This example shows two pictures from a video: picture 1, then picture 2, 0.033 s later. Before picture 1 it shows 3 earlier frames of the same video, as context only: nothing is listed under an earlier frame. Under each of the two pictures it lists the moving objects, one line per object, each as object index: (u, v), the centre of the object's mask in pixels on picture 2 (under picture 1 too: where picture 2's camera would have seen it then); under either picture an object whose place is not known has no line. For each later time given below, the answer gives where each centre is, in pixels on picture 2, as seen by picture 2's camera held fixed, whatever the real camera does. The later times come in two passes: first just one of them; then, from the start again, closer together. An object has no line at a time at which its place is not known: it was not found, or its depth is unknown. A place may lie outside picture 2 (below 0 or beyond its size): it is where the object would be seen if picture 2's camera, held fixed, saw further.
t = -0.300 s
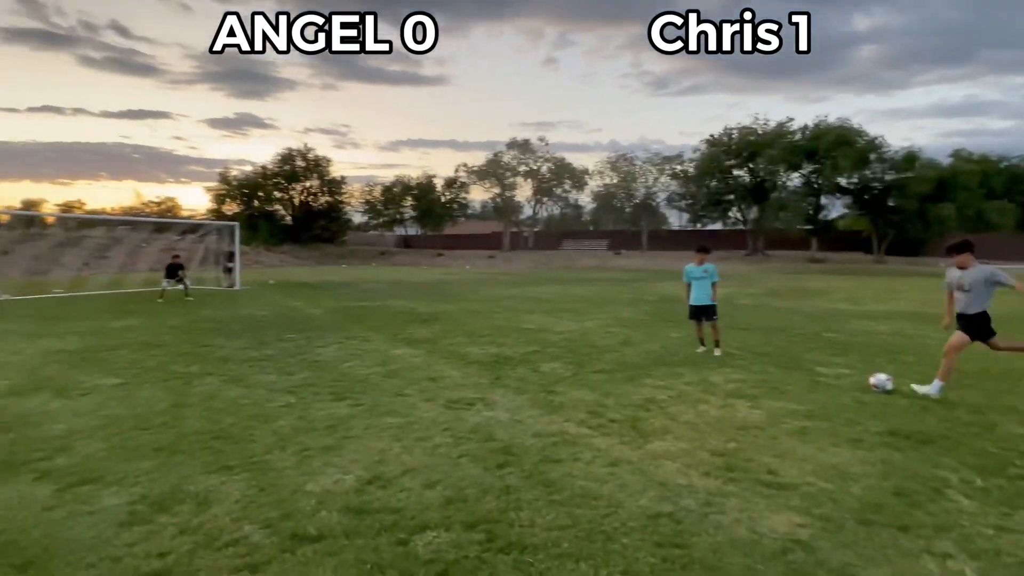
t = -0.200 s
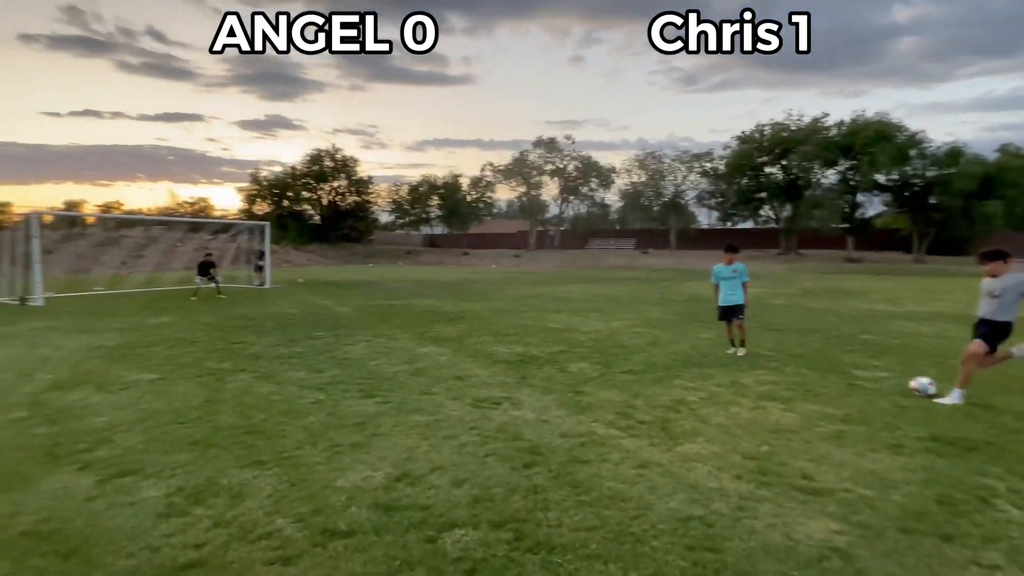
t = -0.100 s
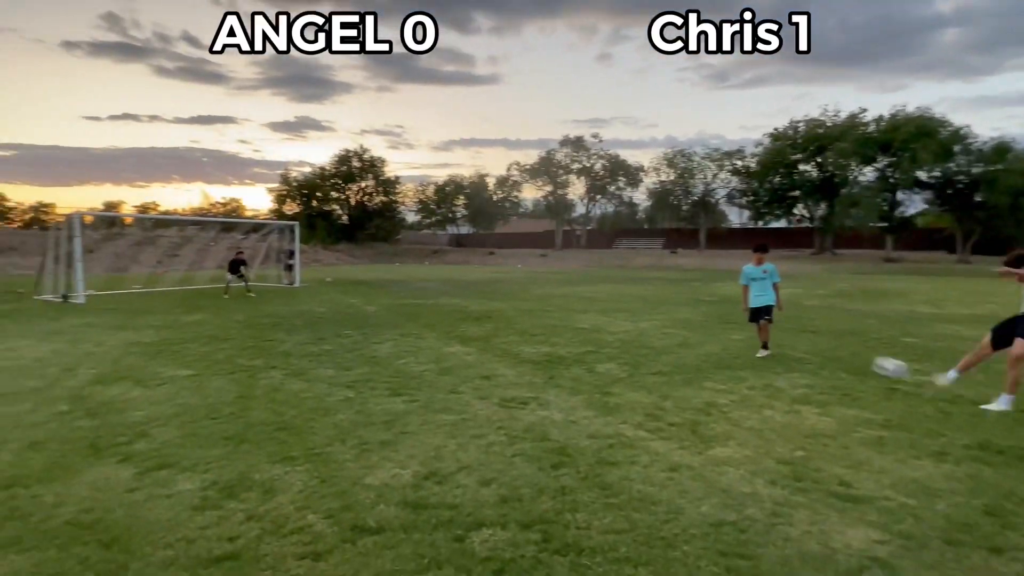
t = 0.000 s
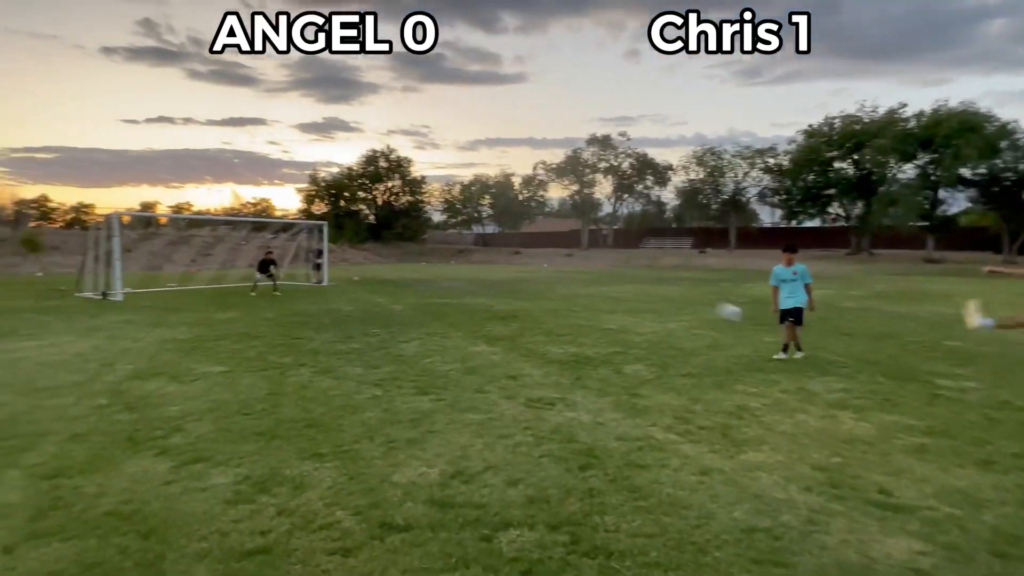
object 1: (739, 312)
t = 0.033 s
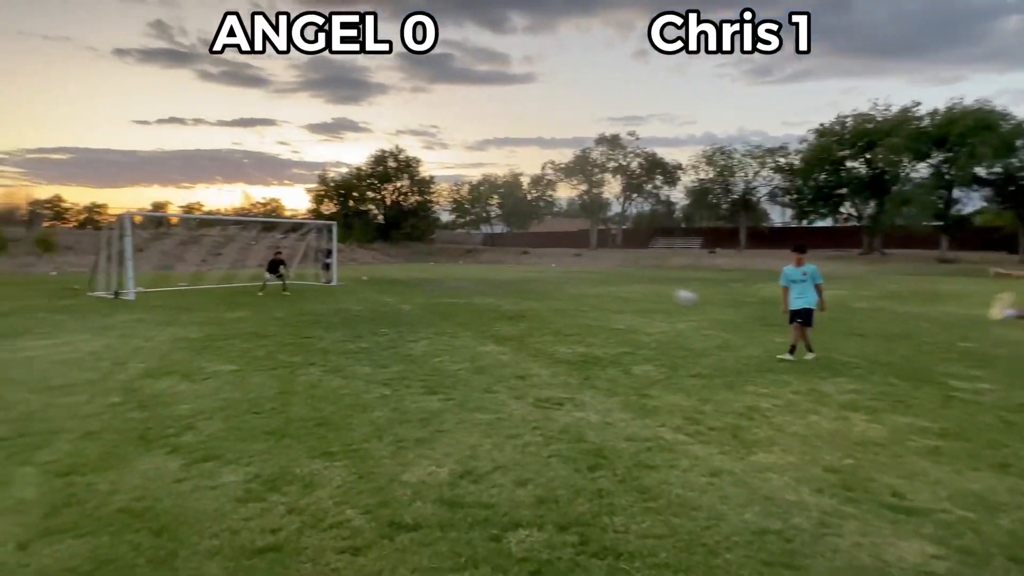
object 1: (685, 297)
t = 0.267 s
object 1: (422, 236)
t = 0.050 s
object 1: (660, 290)
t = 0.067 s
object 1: (635, 284)
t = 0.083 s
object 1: (614, 279)
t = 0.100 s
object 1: (591, 273)
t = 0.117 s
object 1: (570, 268)
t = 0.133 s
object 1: (551, 264)
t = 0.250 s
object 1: (435, 238)
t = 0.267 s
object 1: (422, 236)
